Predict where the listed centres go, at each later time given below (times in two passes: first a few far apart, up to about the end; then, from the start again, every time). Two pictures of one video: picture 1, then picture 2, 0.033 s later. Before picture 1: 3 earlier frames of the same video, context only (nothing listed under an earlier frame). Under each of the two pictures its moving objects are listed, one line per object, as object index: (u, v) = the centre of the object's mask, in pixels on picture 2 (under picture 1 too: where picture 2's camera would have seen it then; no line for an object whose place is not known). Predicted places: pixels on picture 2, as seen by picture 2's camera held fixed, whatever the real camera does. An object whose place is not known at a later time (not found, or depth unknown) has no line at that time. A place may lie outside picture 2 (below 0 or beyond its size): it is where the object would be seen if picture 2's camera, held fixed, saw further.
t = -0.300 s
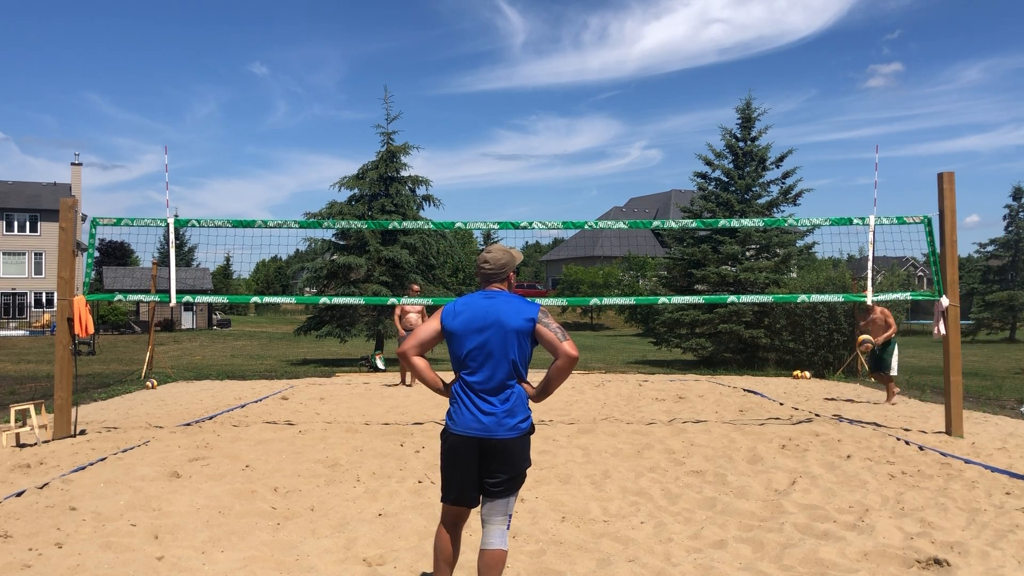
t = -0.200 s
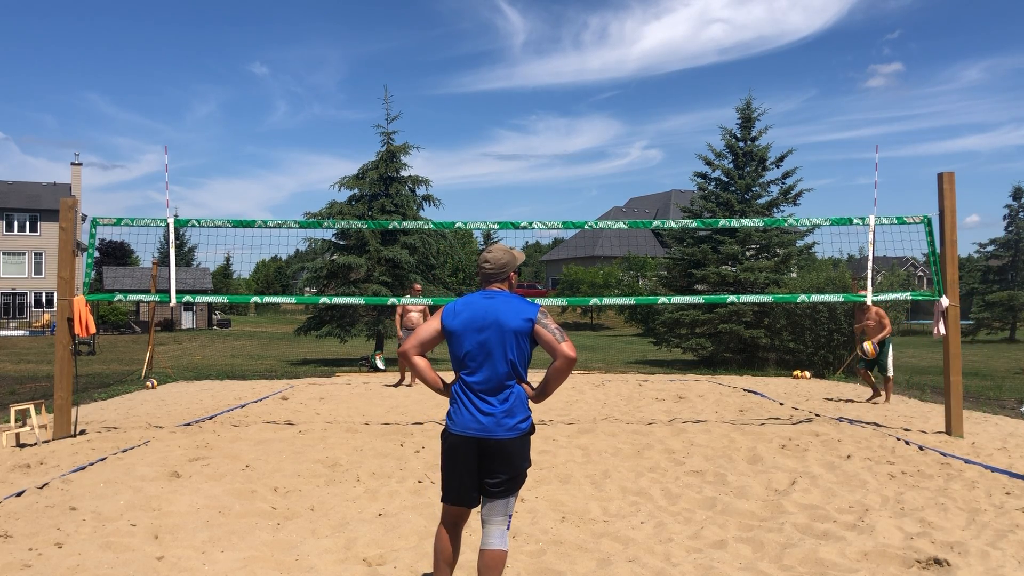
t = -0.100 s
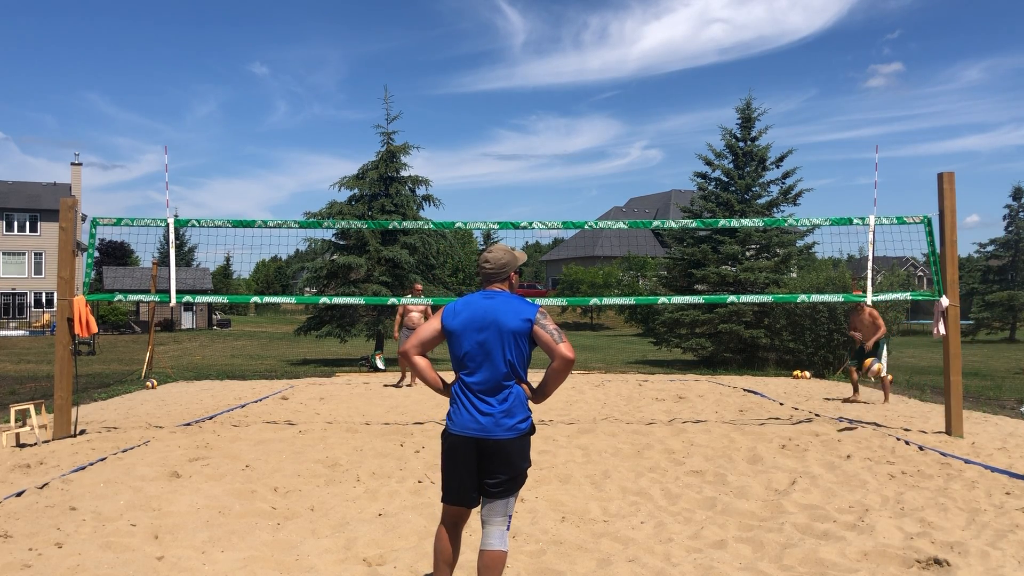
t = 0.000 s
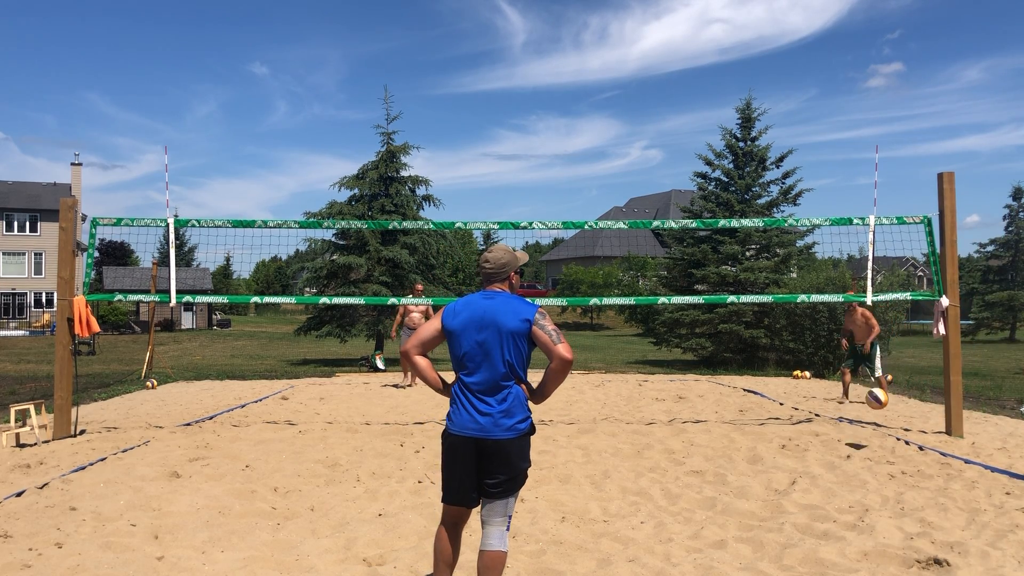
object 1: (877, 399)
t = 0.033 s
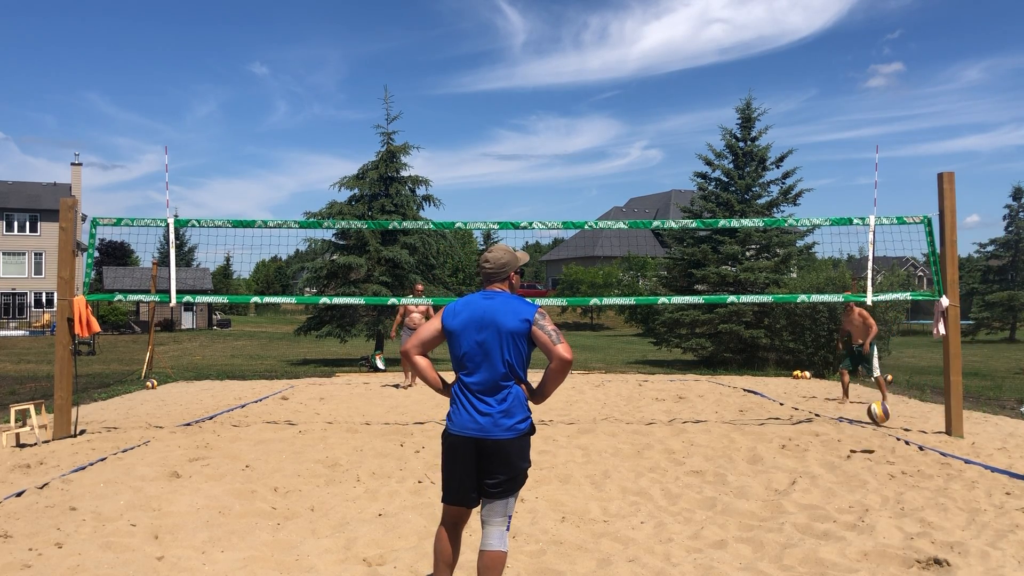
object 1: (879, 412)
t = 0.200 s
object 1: (886, 443)
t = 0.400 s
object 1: (895, 447)
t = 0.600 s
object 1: (909, 523)
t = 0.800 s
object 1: (943, 497)
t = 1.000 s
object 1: (996, 477)
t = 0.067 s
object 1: (880, 428)
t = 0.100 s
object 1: (882, 446)
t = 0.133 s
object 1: (883, 453)
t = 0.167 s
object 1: (884, 447)
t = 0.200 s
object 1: (886, 443)
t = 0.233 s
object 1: (887, 440)
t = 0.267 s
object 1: (889, 439)
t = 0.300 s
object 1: (891, 438)
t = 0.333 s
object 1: (892, 440)
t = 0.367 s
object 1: (893, 443)
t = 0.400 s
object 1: (895, 447)
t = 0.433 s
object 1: (897, 454)
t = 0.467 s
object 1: (899, 463)
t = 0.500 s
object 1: (901, 474)
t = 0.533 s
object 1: (903, 488)
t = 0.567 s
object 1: (906, 505)
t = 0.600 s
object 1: (909, 523)
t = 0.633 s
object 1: (911, 546)
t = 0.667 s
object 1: (916, 547)
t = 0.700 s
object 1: (922, 532)
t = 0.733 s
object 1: (929, 519)
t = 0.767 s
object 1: (935, 507)
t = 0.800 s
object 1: (943, 497)
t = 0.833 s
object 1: (950, 488)
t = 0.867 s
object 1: (958, 481)
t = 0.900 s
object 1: (966, 477)
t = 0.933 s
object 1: (976, 475)
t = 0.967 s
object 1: (986, 474)
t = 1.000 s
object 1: (996, 477)
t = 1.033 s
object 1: (1003, 482)
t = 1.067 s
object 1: (1009, 490)
